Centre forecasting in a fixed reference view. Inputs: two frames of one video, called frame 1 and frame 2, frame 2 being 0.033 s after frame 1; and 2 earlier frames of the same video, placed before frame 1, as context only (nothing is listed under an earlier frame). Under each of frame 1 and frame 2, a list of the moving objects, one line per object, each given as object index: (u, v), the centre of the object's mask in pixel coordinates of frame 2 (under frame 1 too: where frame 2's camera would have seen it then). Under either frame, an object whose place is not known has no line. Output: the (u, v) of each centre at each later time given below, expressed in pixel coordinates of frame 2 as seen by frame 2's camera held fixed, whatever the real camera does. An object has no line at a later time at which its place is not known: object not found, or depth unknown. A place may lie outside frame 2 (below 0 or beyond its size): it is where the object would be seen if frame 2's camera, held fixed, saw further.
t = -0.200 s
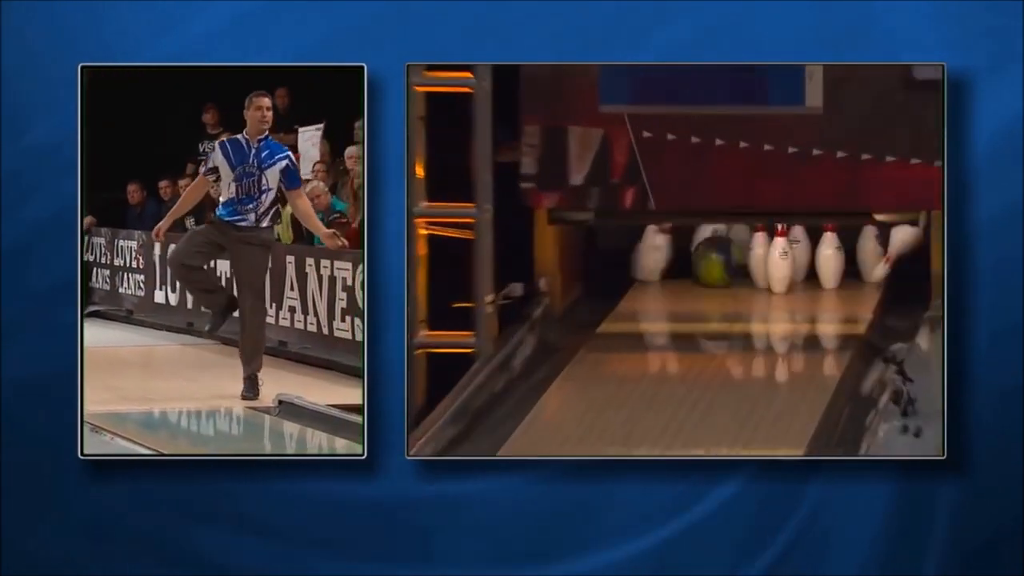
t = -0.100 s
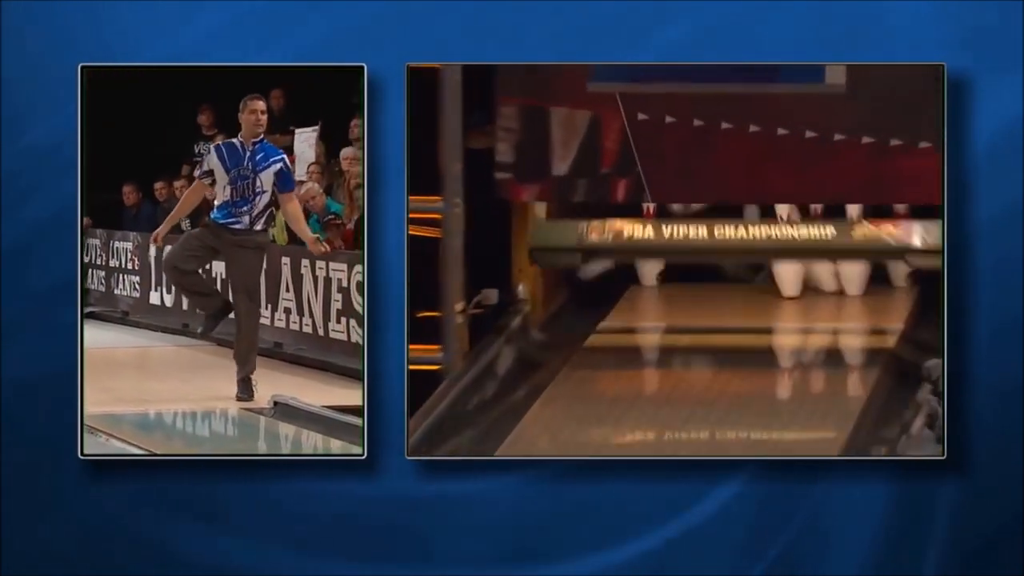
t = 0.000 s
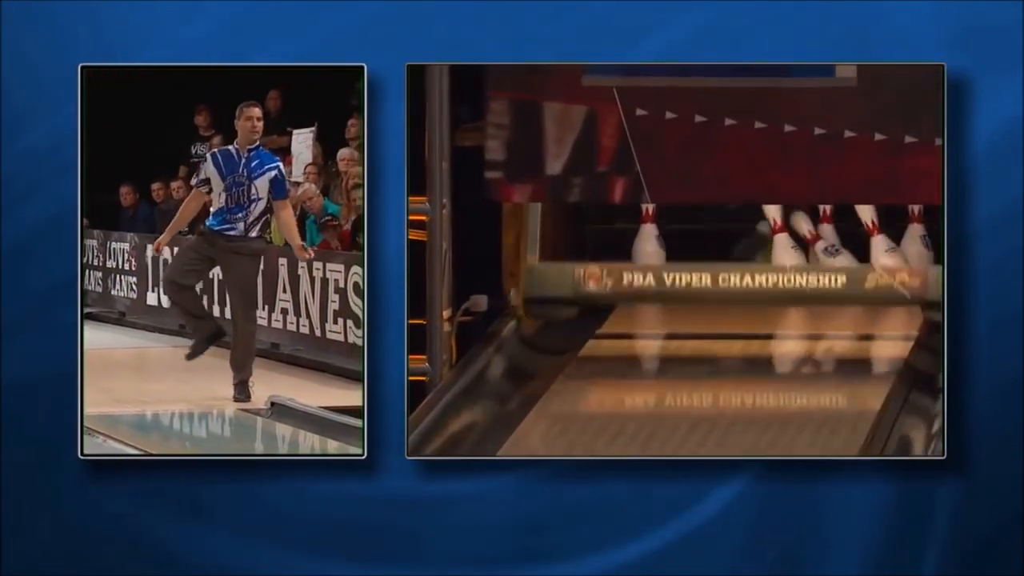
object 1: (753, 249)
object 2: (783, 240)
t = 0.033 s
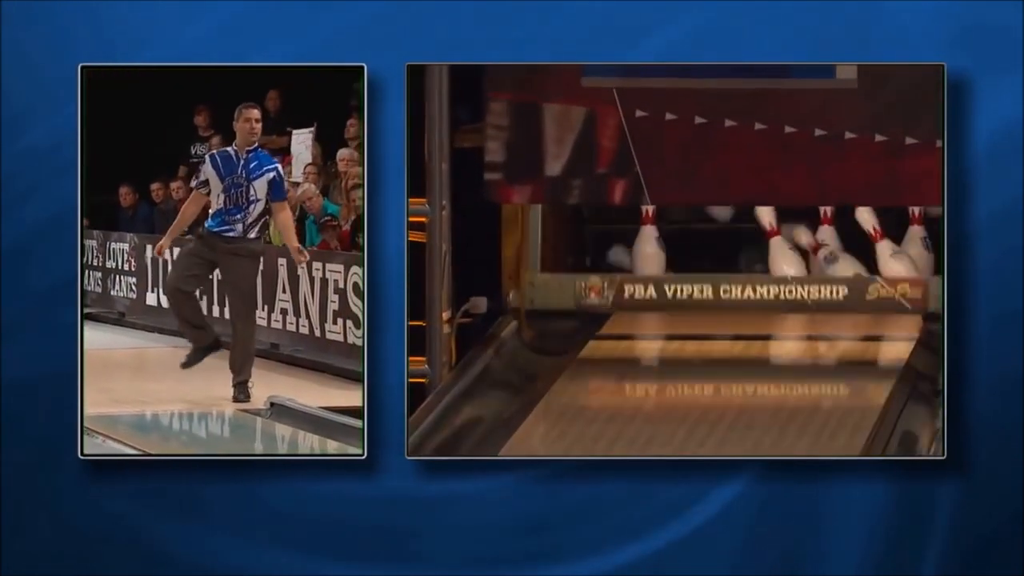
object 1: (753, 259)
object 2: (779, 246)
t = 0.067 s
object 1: (750, 269)
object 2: (775, 251)
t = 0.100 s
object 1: (749, 276)
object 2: (770, 257)
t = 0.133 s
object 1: (748, 282)
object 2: (766, 267)
